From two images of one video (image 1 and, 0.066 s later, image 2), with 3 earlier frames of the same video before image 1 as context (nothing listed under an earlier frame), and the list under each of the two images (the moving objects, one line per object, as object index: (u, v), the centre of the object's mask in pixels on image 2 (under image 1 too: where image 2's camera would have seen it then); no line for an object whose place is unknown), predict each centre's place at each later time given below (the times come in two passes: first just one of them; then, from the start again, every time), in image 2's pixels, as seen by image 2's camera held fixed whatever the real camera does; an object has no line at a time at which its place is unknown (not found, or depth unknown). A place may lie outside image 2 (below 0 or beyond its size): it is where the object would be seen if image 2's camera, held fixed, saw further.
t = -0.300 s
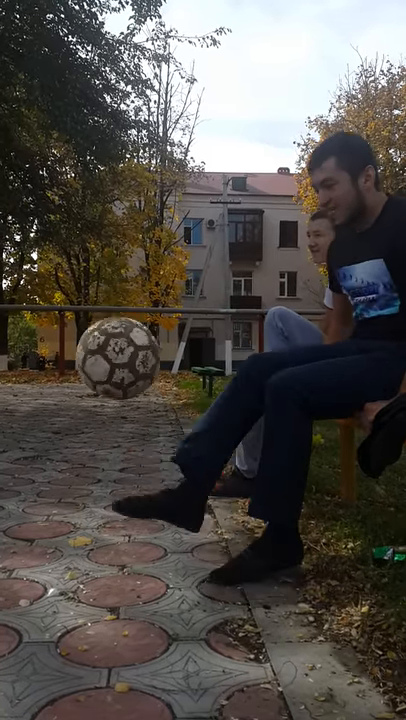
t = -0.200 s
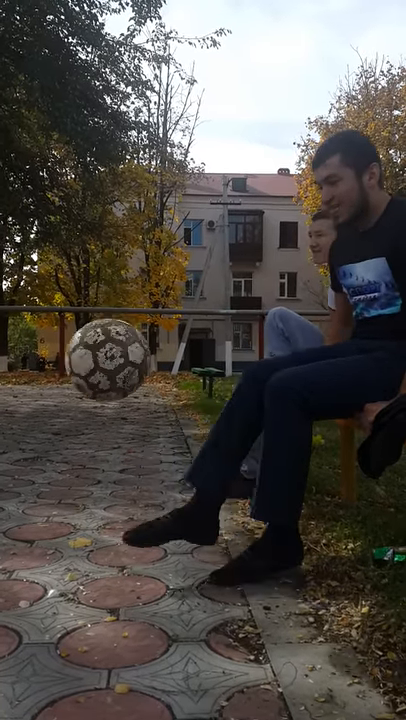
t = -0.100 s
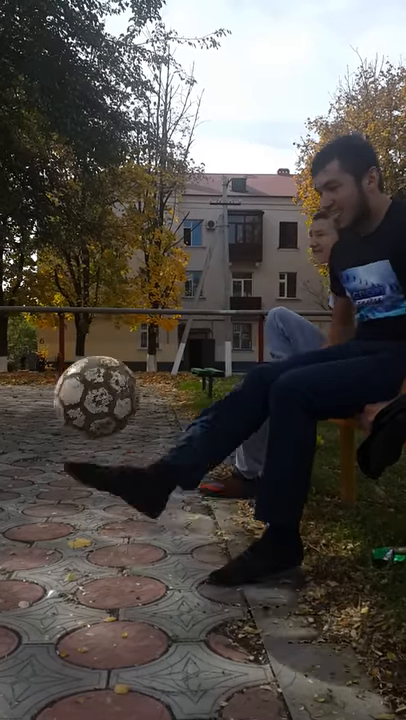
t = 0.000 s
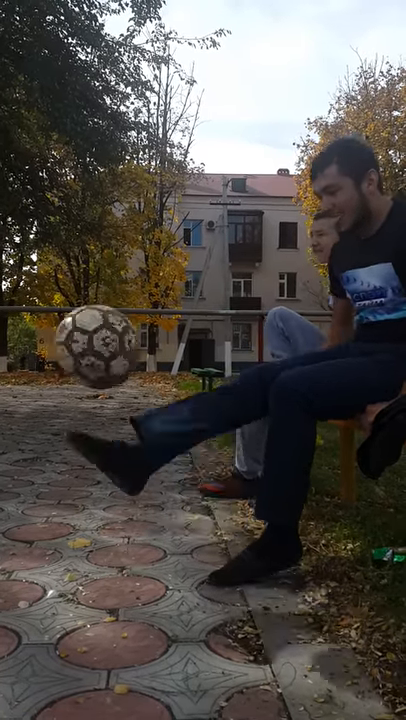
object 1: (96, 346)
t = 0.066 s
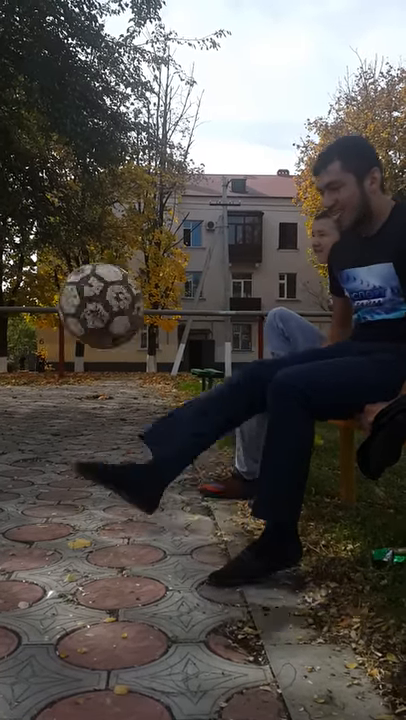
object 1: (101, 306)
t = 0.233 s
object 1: (112, 269)
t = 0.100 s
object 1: (104, 290)
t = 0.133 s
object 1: (105, 278)
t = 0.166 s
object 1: (107, 271)
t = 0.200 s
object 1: (109, 268)
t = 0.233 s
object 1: (112, 269)
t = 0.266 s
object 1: (114, 273)
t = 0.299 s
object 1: (116, 282)
